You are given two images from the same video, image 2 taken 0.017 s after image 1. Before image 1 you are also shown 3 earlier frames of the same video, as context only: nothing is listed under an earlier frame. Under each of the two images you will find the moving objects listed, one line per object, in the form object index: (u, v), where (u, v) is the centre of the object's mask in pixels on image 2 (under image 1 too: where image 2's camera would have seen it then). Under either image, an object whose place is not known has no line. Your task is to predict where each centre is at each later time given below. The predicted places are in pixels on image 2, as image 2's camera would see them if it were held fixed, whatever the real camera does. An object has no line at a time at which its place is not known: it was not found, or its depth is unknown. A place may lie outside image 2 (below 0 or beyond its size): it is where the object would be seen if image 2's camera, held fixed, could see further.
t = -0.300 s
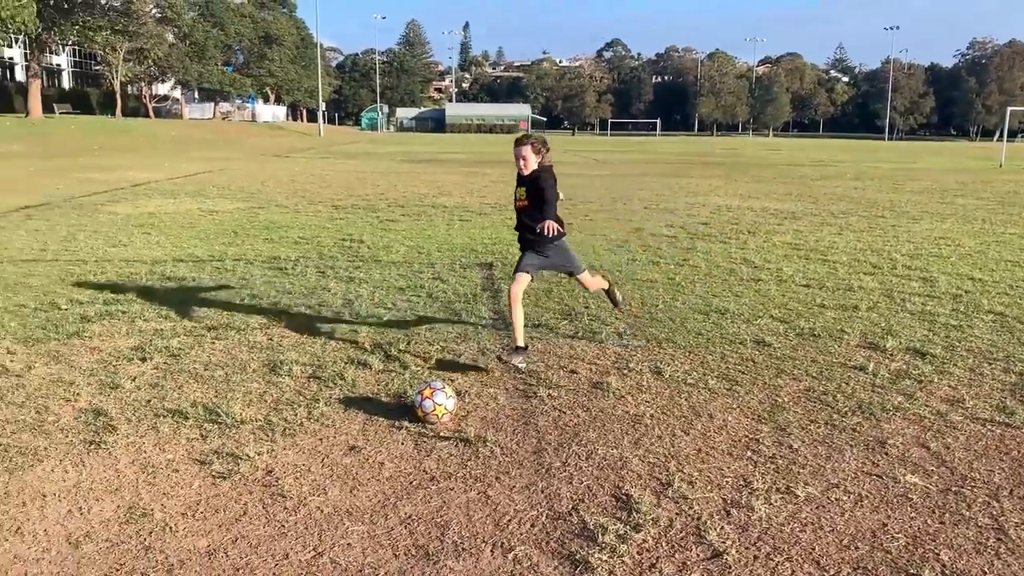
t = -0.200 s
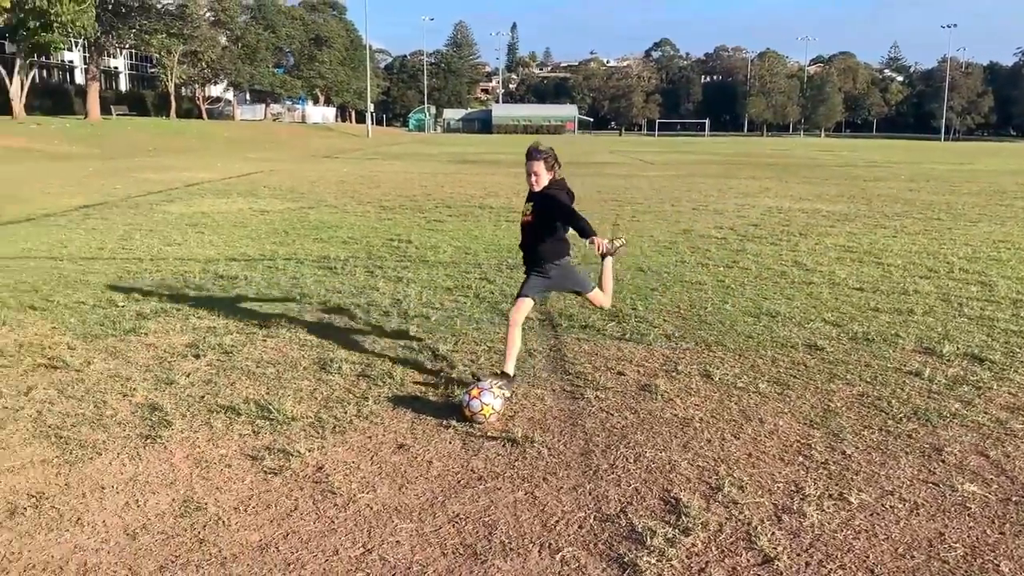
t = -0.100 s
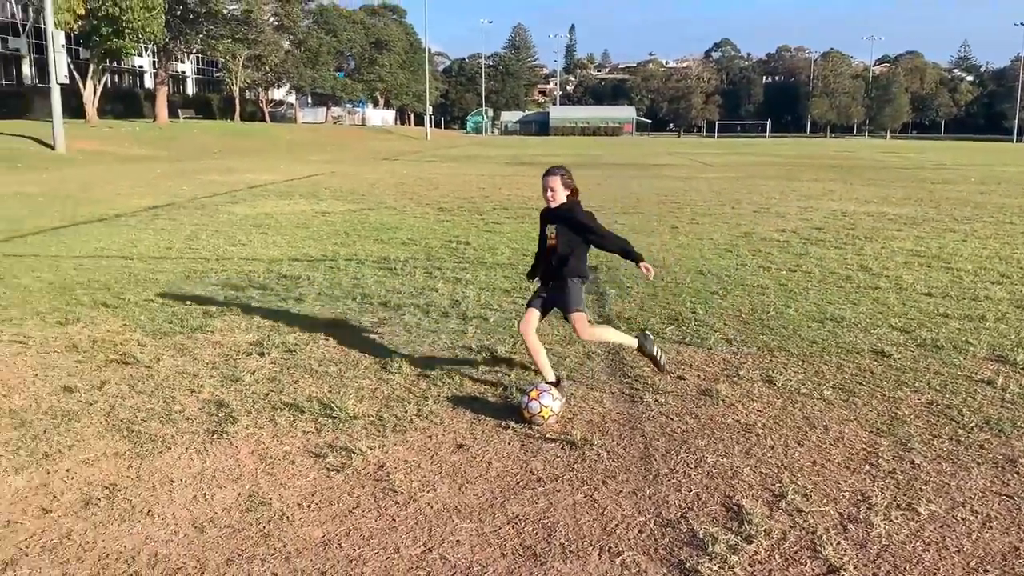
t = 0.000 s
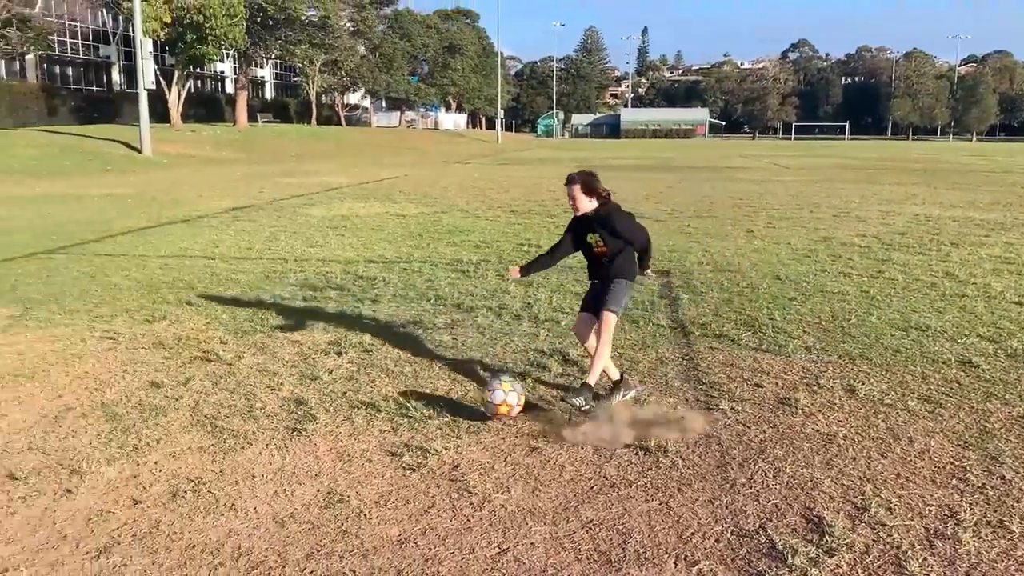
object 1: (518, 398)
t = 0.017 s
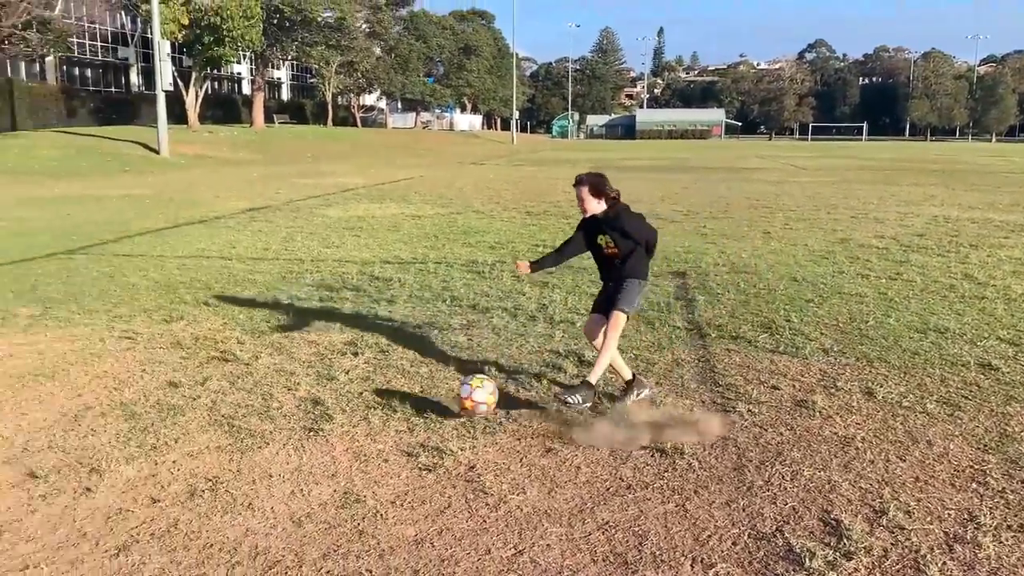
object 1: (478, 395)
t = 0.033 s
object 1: (436, 391)
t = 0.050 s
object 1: (394, 389)
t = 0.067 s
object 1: (352, 387)
